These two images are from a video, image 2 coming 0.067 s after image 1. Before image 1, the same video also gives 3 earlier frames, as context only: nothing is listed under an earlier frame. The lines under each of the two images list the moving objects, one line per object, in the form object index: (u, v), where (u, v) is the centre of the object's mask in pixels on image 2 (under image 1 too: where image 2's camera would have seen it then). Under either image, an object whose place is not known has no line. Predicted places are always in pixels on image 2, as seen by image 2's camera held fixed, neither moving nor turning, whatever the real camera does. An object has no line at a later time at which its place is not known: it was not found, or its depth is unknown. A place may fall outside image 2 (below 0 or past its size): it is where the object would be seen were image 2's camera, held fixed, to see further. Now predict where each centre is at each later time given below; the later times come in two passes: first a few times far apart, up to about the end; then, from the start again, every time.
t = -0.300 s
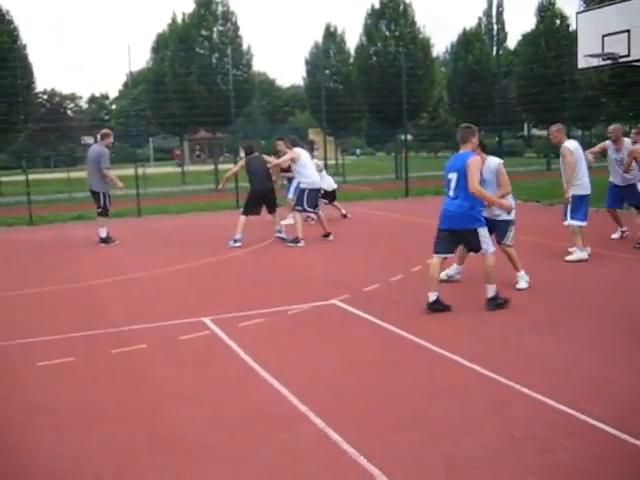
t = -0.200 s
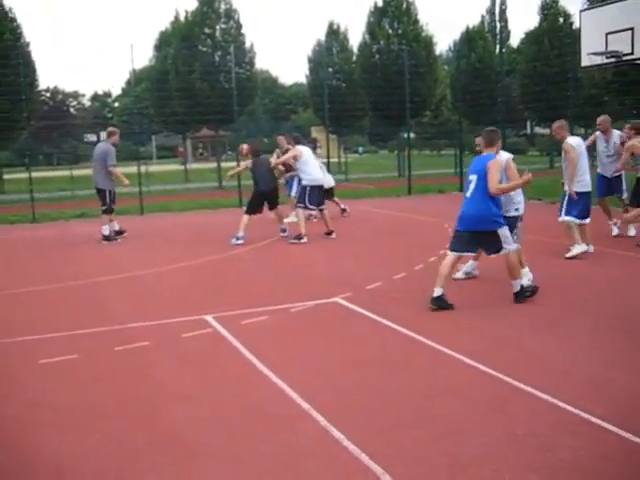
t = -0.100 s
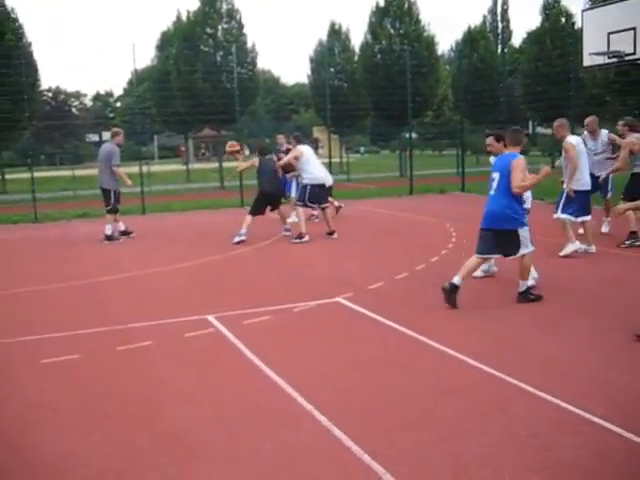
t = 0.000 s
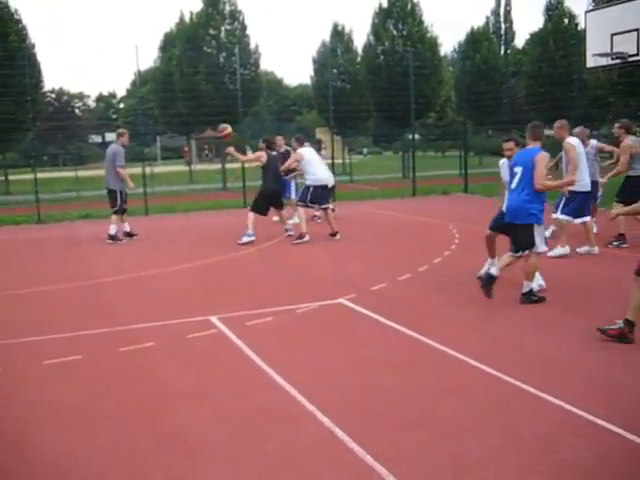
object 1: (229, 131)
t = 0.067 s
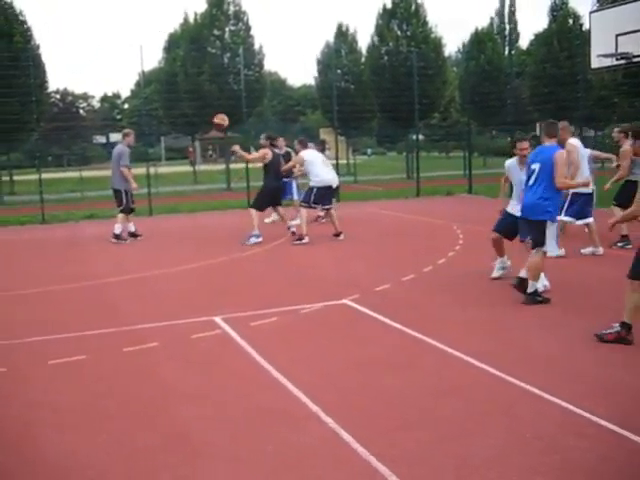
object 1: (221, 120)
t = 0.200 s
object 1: (205, 108)
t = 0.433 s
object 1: (175, 110)
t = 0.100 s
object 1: (217, 116)
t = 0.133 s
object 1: (212, 113)
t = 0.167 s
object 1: (209, 109)
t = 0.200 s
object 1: (205, 108)
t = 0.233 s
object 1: (200, 106)
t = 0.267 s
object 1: (196, 105)
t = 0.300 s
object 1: (192, 105)
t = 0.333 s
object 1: (187, 105)
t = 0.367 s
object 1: (184, 106)
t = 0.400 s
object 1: (180, 107)
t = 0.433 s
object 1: (175, 110)
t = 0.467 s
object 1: (171, 113)
